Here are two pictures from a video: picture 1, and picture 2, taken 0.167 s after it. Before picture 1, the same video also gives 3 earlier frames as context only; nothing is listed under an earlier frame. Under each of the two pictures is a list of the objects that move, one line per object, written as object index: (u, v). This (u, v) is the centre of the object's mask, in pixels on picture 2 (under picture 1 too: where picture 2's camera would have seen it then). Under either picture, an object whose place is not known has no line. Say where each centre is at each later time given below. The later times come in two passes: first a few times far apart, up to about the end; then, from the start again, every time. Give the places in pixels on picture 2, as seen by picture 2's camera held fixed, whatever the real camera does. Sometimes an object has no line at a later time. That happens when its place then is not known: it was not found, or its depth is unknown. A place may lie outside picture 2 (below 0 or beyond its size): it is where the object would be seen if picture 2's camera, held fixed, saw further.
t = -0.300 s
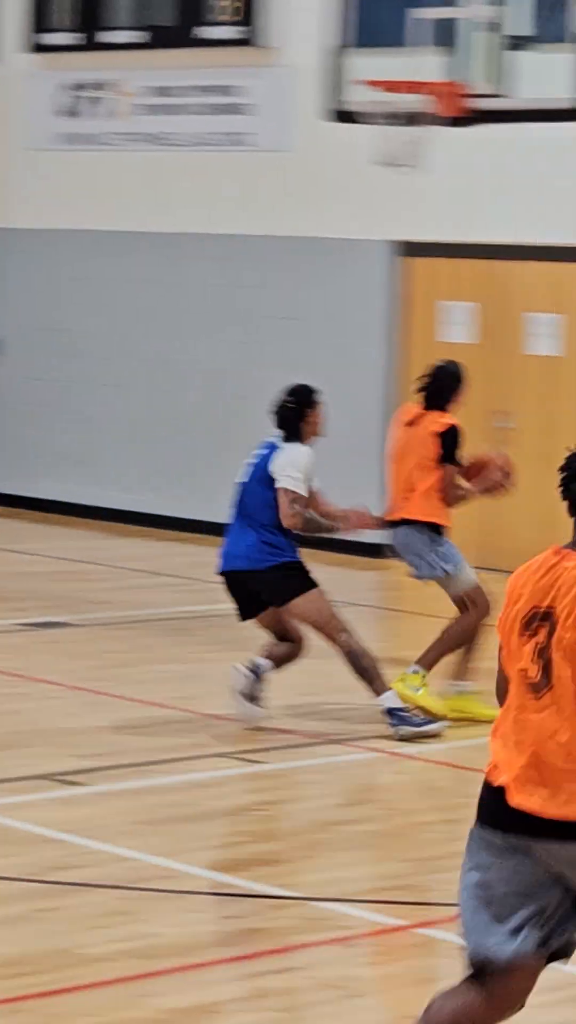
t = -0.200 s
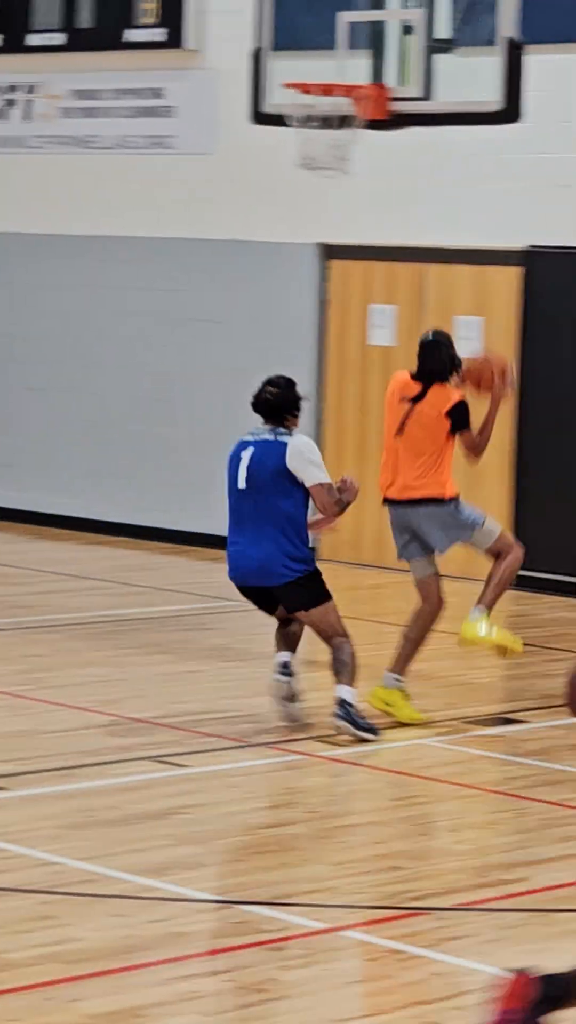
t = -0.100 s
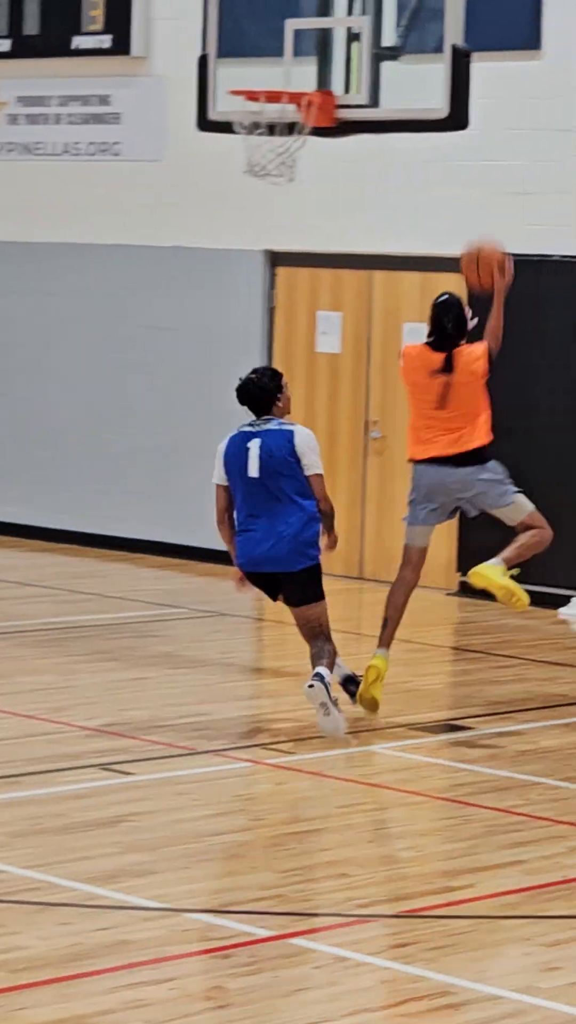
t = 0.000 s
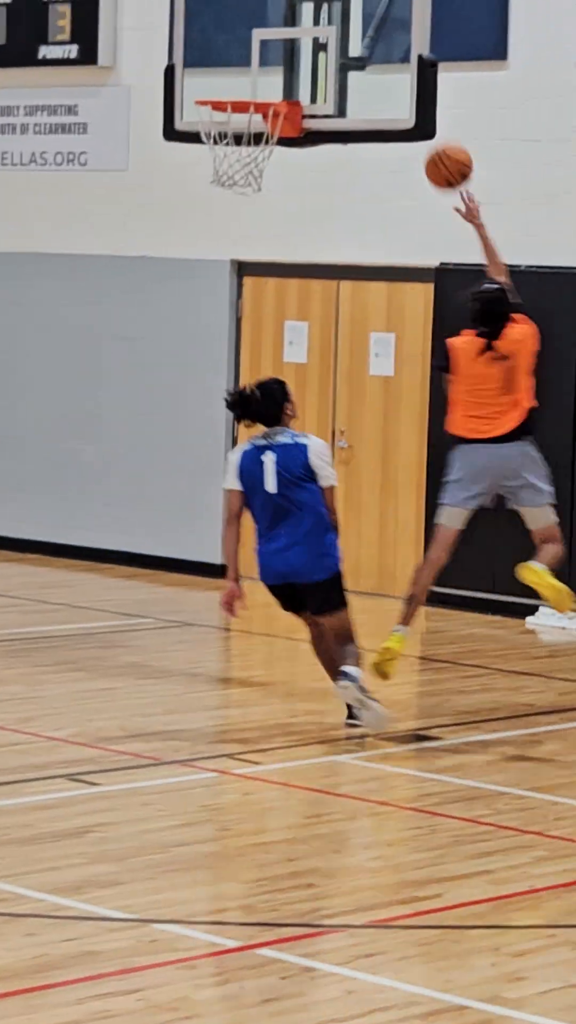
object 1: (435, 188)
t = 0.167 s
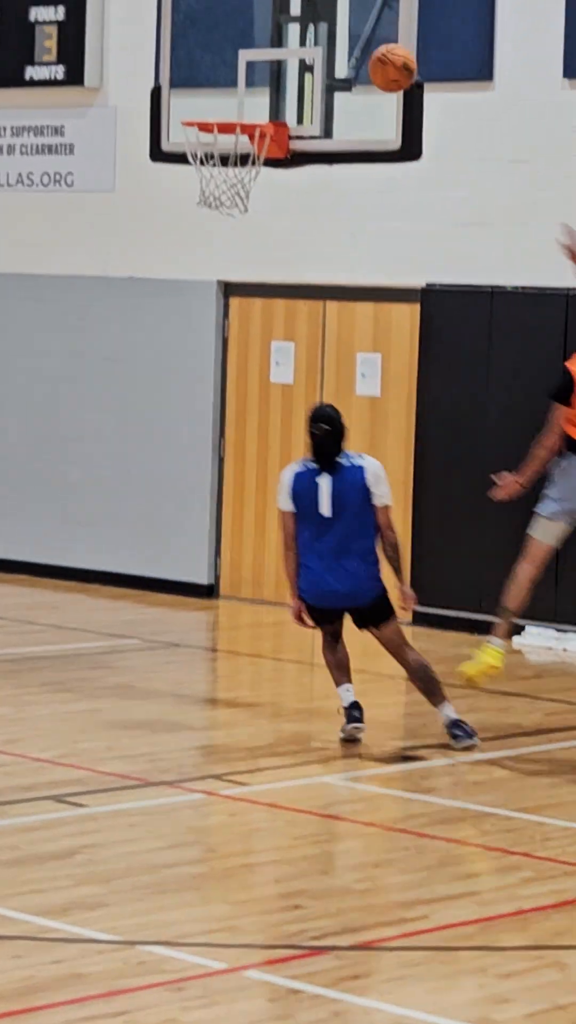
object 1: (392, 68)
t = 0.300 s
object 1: (359, 16)
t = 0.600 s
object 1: (265, 14)
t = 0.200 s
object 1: (384, 51)
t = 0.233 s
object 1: (376, 38)
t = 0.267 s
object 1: (368, 25)
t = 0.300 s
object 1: (359, 16)
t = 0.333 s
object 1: (351, 8)
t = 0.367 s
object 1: (343, 2)
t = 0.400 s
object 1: (335, -1)
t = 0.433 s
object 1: (326, -2)
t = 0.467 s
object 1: (316, -2)
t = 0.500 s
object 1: (303, -2)
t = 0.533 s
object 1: (291, 1)
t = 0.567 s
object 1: (276, 7)
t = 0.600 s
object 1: (265, 14)
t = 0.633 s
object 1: (252, 24)
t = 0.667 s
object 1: (238, 35)
